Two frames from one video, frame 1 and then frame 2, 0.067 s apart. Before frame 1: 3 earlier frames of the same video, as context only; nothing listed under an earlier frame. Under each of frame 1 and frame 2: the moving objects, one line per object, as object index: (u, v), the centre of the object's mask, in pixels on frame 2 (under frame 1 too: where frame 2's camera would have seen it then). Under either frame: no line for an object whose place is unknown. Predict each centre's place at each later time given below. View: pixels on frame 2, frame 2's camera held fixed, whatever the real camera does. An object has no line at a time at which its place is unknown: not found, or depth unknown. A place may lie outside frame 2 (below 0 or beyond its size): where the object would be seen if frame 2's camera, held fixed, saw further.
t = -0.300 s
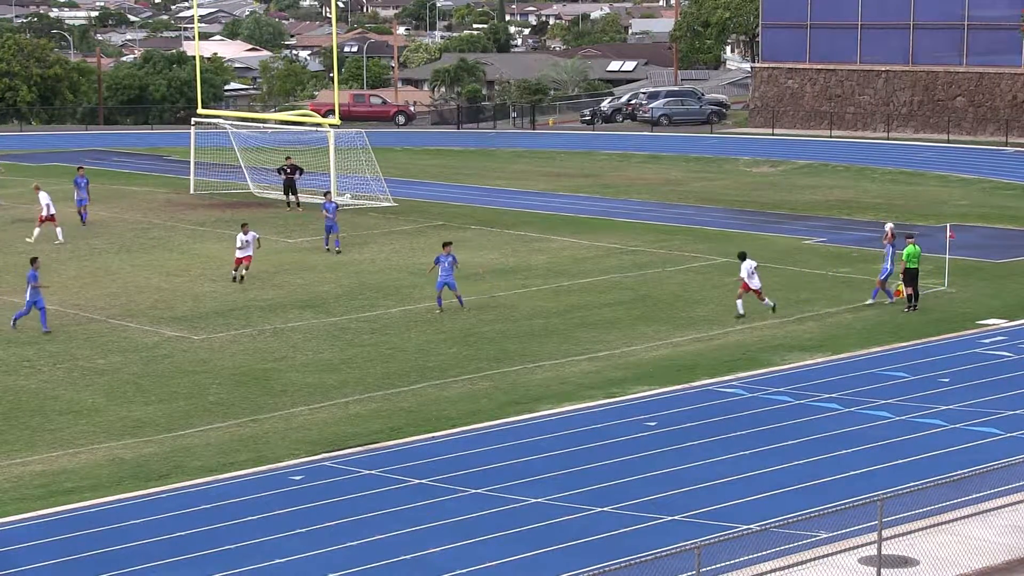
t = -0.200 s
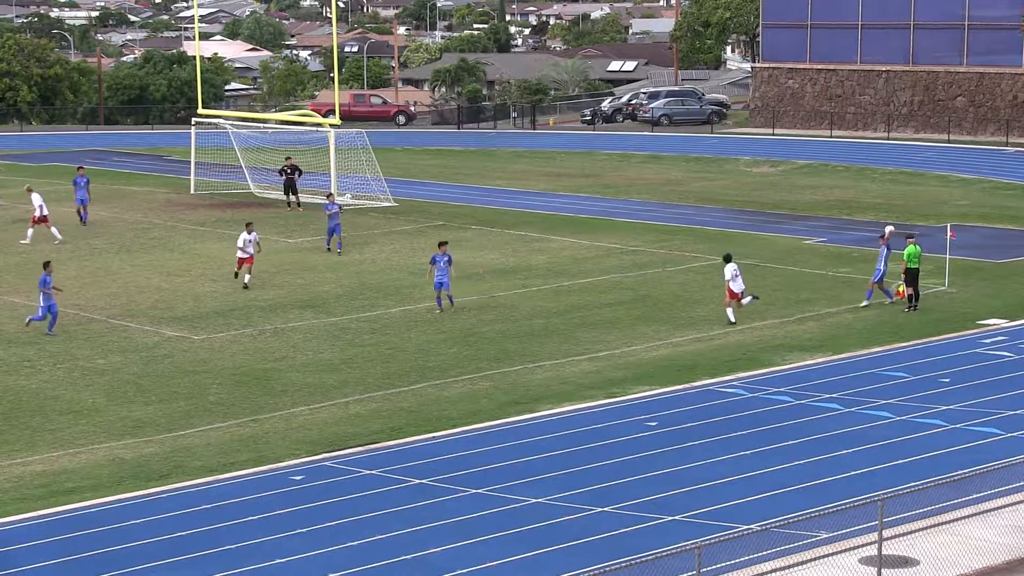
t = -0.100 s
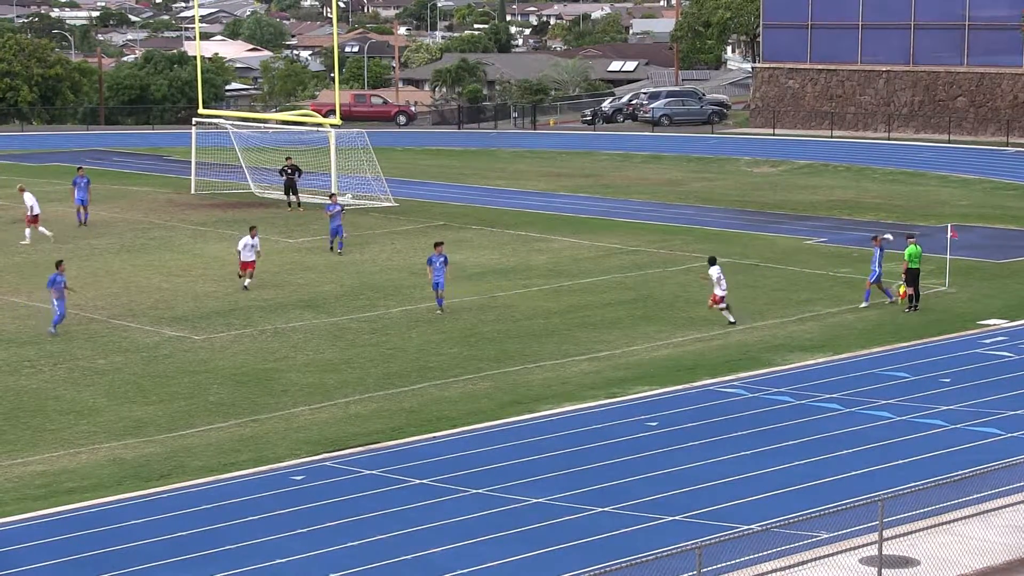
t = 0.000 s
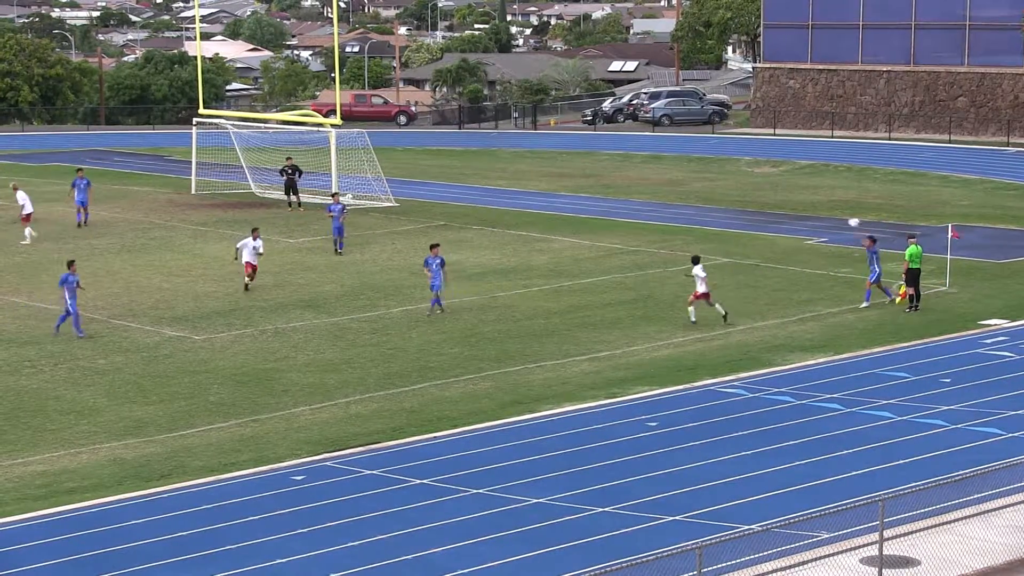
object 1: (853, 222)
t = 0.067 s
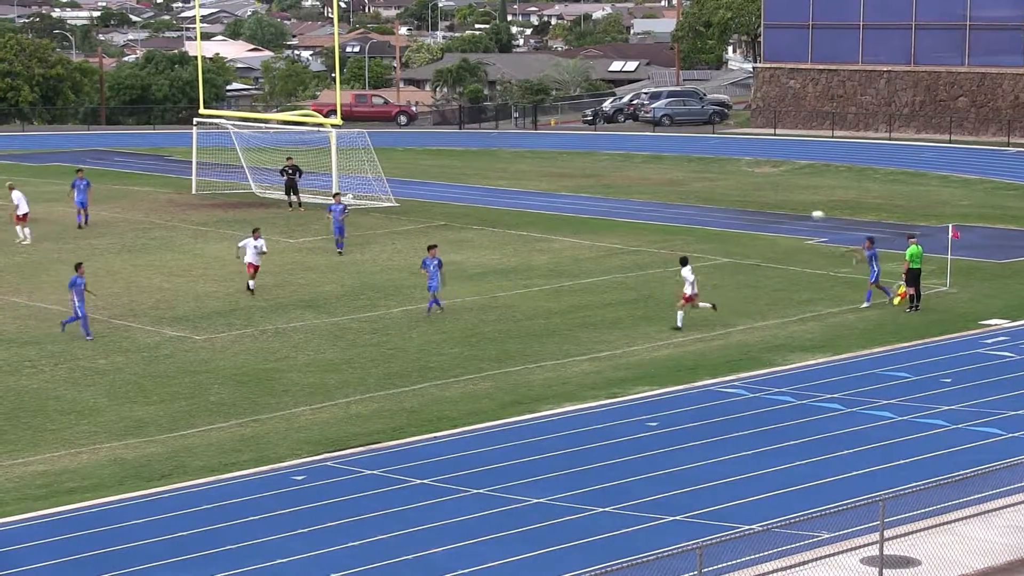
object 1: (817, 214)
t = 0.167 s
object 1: (762, 206)
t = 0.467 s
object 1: (595, 207)
